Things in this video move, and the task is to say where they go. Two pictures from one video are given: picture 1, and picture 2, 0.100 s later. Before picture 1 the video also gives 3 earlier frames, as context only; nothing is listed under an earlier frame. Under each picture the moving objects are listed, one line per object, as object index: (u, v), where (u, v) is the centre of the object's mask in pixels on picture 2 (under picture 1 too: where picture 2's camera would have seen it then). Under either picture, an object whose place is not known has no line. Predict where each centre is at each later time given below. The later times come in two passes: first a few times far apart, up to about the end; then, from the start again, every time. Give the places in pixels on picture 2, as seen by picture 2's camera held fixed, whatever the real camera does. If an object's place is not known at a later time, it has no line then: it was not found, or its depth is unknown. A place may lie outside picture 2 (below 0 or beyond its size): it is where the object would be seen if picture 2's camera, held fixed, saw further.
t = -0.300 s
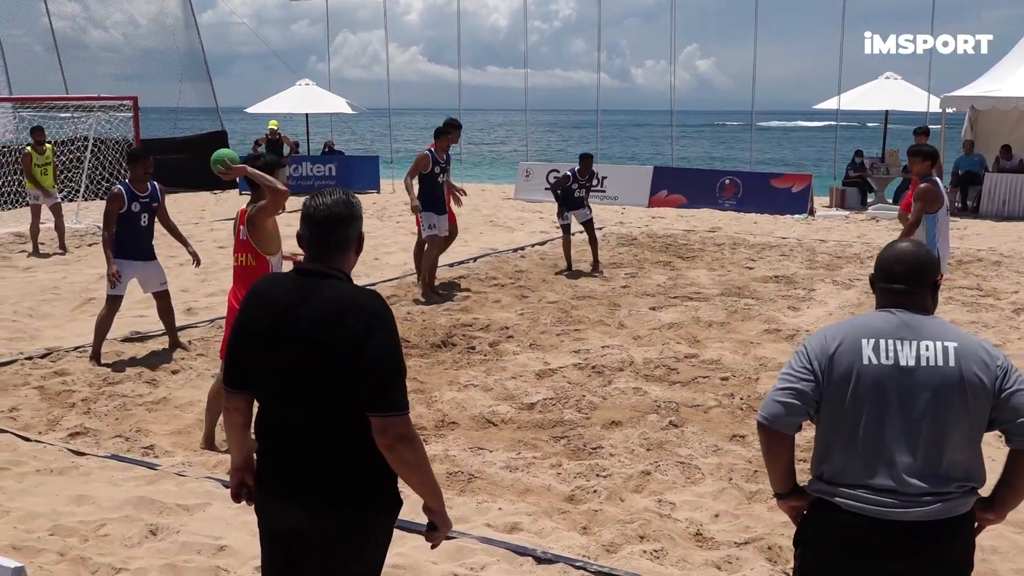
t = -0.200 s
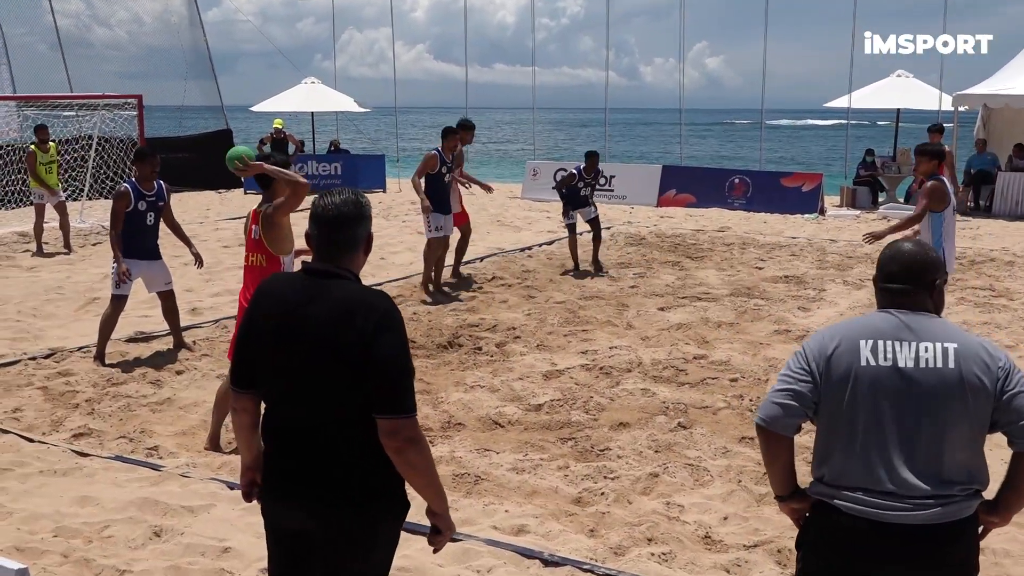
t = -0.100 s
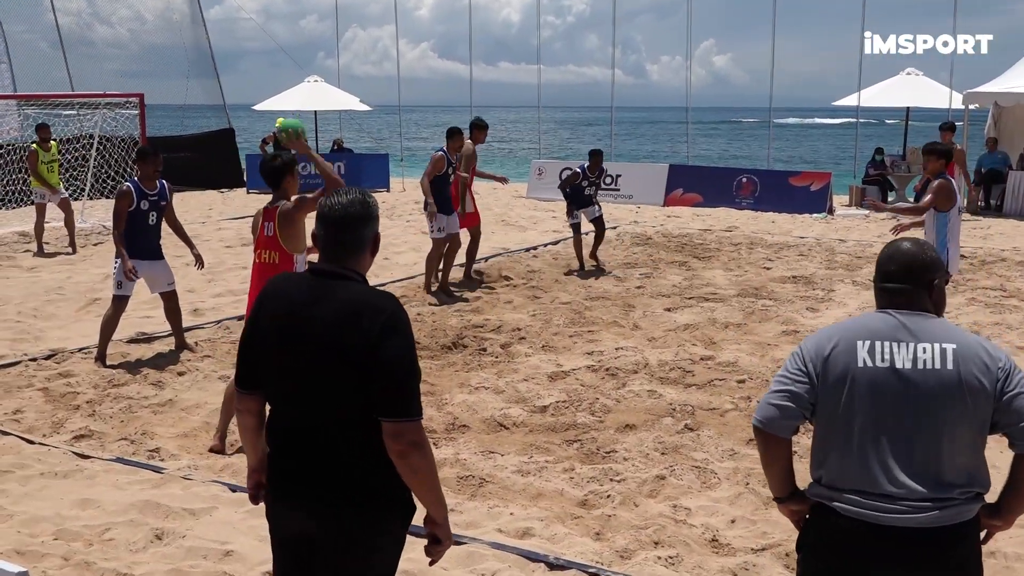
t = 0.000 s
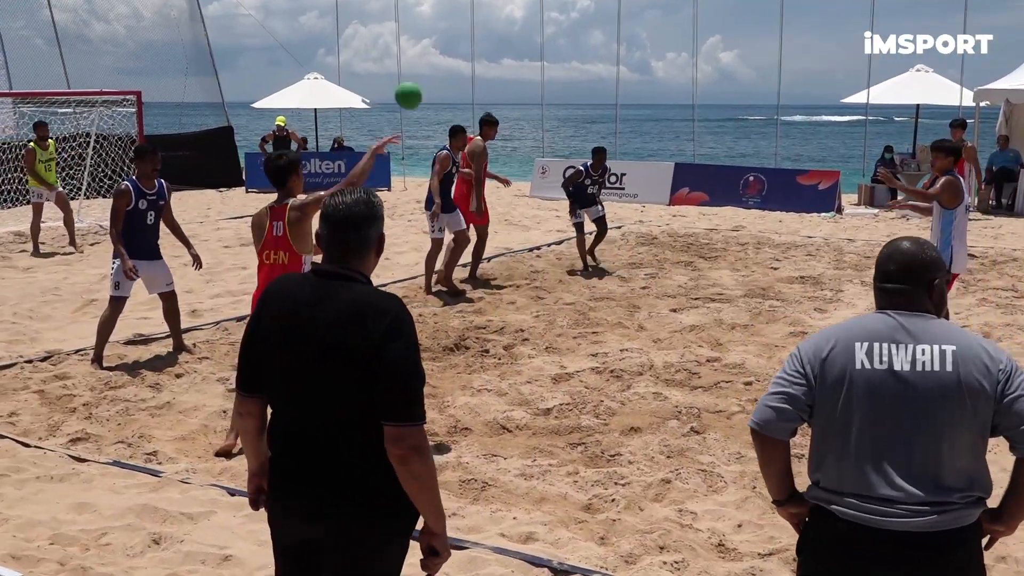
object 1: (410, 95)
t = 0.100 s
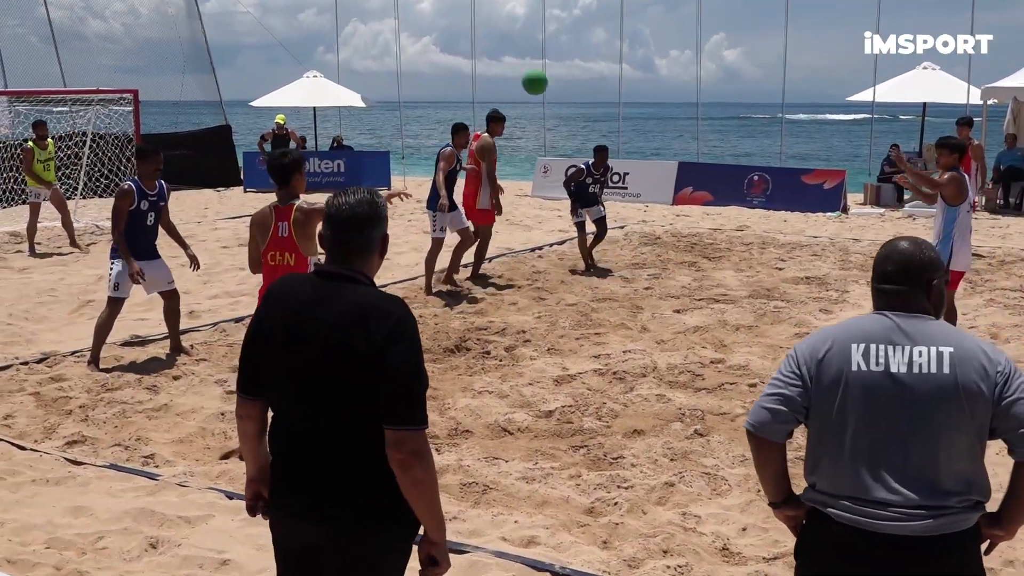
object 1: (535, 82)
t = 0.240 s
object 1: (685, 94)
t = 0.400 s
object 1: (825, 137)
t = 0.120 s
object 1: (558, 82)
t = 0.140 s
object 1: (580, 82)
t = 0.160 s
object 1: (602, 83)
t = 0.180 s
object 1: (624, 84)
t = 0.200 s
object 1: (645, 87)
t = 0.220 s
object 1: (665, 90)
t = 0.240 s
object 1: (685, 94)
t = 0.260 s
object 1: (704, 97)
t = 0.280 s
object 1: (723, 102)
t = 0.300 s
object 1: (741, 107)
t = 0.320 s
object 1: (759, 112)
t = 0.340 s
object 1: (776, 118)
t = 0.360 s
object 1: (793, 124)
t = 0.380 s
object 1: (809, 131)
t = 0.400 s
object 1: (825, 137)
